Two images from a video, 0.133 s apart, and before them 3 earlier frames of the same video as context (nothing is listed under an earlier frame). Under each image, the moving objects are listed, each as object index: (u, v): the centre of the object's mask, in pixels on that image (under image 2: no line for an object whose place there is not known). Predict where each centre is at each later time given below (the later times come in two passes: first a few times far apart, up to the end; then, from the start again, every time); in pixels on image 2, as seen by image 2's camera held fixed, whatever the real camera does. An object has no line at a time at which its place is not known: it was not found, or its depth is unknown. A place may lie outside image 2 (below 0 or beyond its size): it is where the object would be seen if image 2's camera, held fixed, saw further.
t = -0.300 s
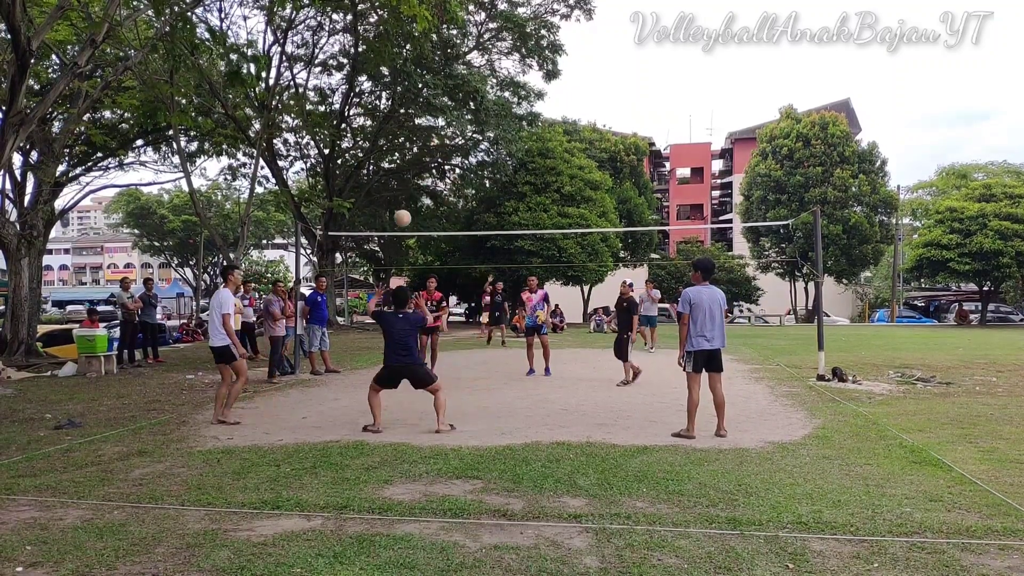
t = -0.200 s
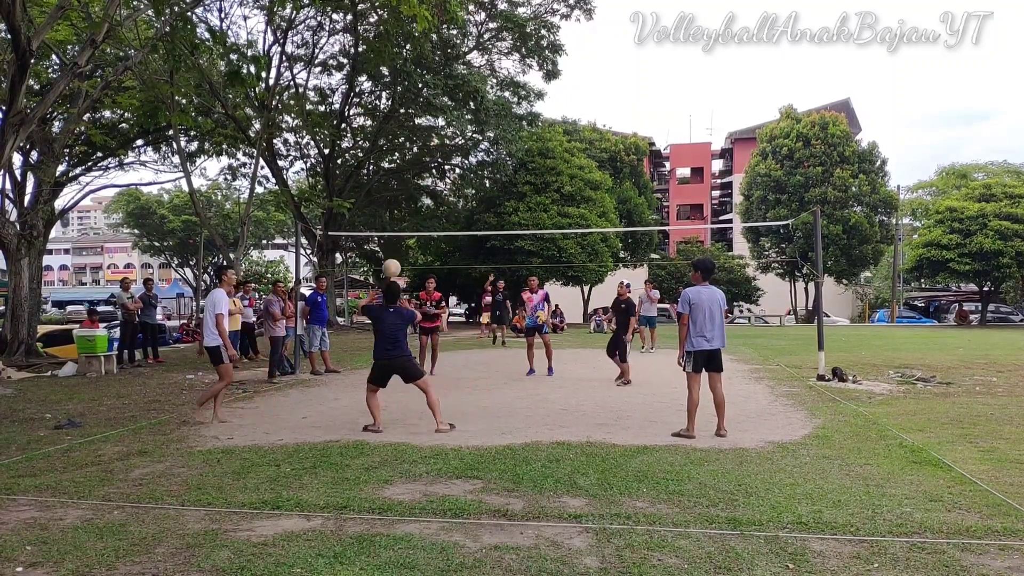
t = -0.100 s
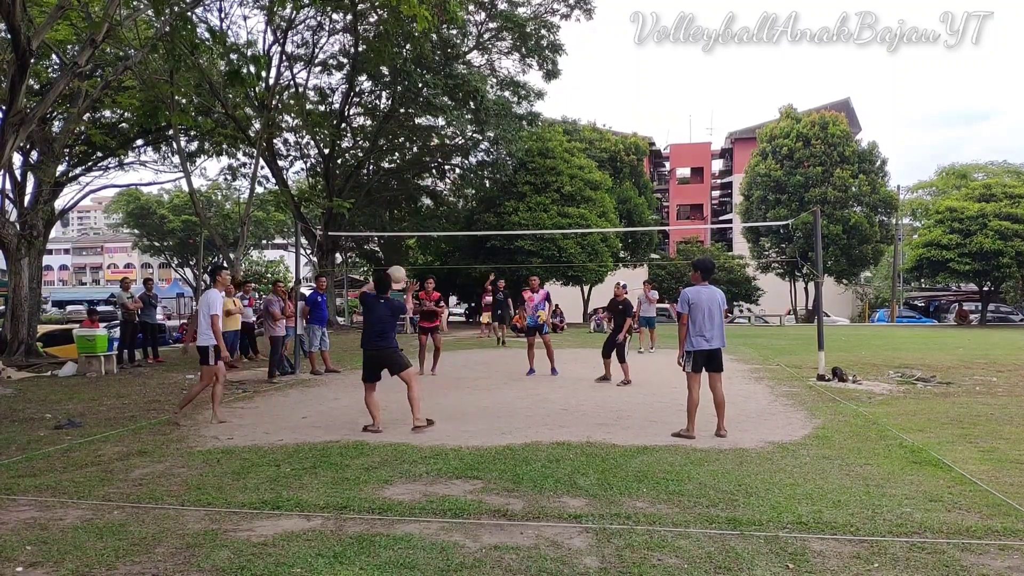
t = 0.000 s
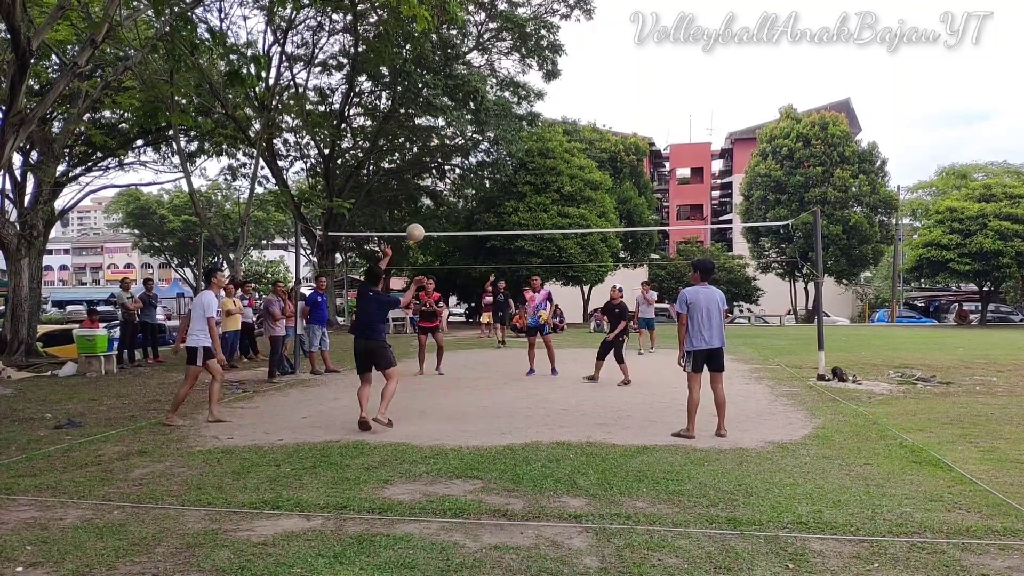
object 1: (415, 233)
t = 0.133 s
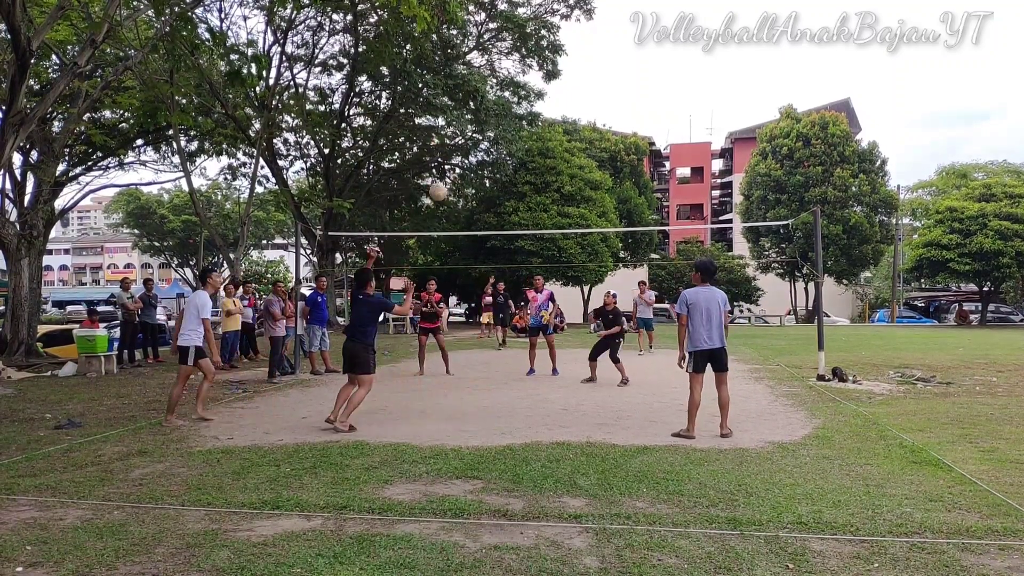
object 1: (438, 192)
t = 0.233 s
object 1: (453, 174)
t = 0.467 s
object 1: (486, 163)
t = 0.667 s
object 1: (512, 187)
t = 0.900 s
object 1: (537, 246)
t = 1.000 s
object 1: (547, 281)
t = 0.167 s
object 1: (443, 185)
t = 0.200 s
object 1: (449, 179)
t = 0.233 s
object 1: (453, 174)
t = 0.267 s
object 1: (458, 170)
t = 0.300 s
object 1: (464, 166)
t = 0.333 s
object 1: (470, 163)
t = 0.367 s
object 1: (473, 163)
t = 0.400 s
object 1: (477, 162)
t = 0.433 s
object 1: (481, 162)
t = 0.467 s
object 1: (486, 163)
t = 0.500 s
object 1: (491, 165)
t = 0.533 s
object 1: (495, 168)
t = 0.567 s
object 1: (503, 176)
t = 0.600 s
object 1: (506, 179)
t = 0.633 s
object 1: (508, 181)
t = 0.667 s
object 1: (512, 187)
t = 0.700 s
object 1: (516, 193)
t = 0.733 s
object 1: (519, 201)
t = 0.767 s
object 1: (523, 209)
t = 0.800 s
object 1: (527, 217)
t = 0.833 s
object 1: (530, 226)
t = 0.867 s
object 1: (534, 236)
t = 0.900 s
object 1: (537, 246)
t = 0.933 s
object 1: (541, 257)
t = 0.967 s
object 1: (544, 269)
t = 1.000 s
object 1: (547, 281)
